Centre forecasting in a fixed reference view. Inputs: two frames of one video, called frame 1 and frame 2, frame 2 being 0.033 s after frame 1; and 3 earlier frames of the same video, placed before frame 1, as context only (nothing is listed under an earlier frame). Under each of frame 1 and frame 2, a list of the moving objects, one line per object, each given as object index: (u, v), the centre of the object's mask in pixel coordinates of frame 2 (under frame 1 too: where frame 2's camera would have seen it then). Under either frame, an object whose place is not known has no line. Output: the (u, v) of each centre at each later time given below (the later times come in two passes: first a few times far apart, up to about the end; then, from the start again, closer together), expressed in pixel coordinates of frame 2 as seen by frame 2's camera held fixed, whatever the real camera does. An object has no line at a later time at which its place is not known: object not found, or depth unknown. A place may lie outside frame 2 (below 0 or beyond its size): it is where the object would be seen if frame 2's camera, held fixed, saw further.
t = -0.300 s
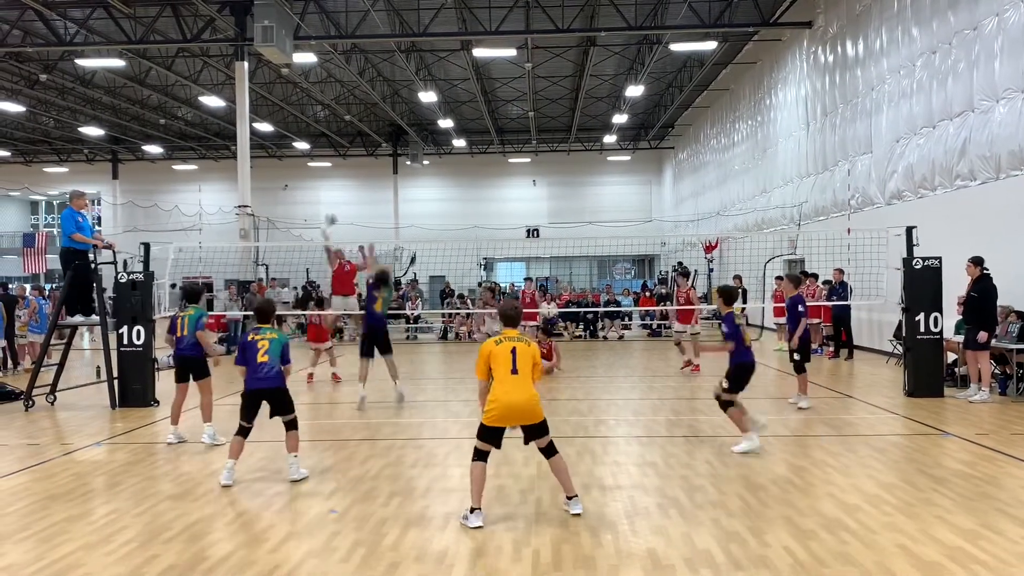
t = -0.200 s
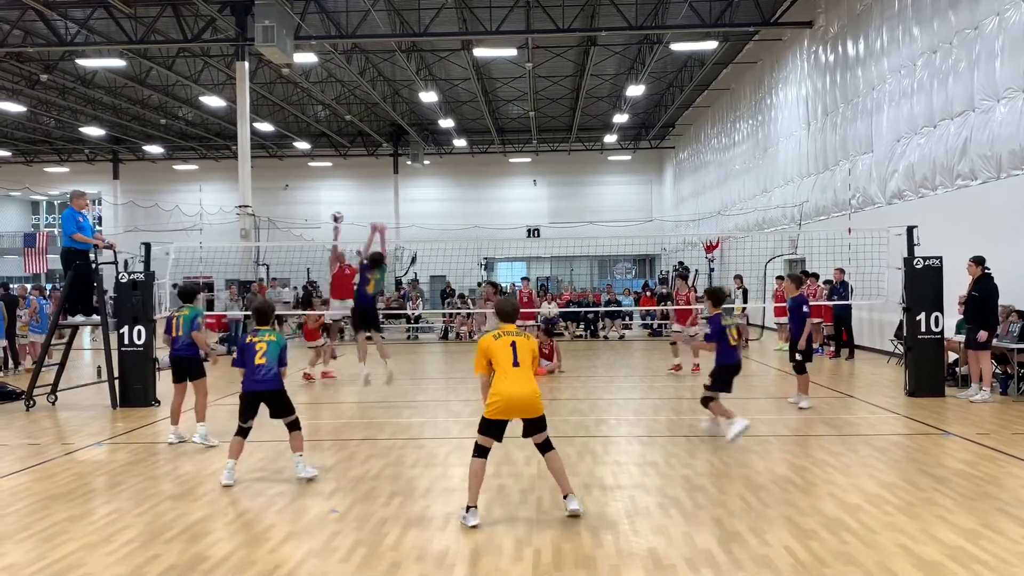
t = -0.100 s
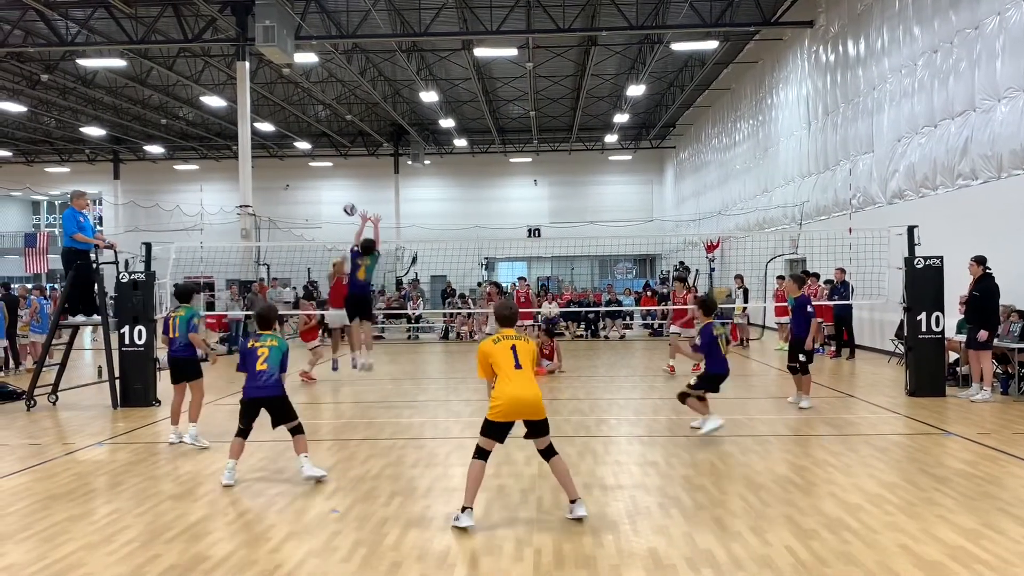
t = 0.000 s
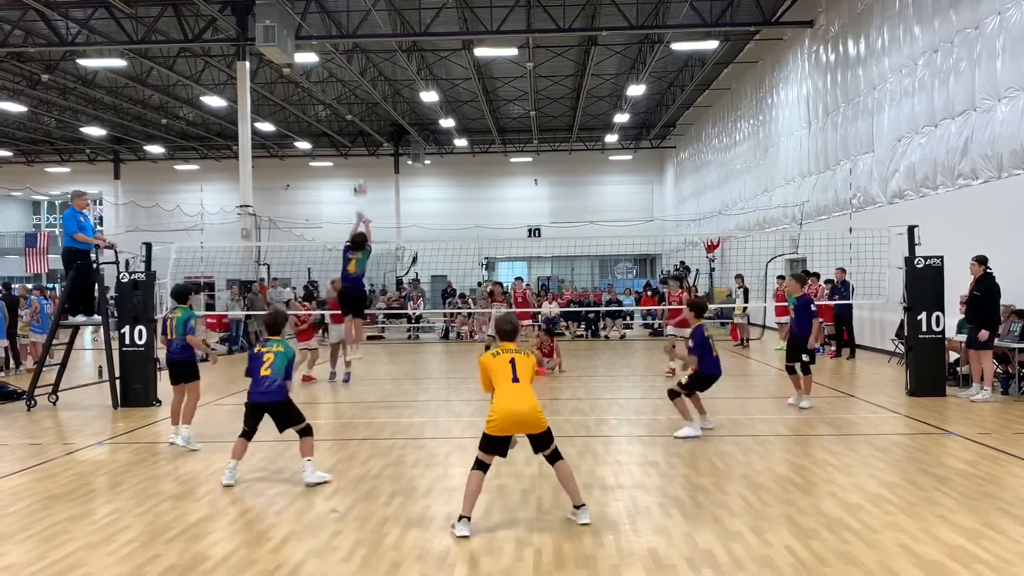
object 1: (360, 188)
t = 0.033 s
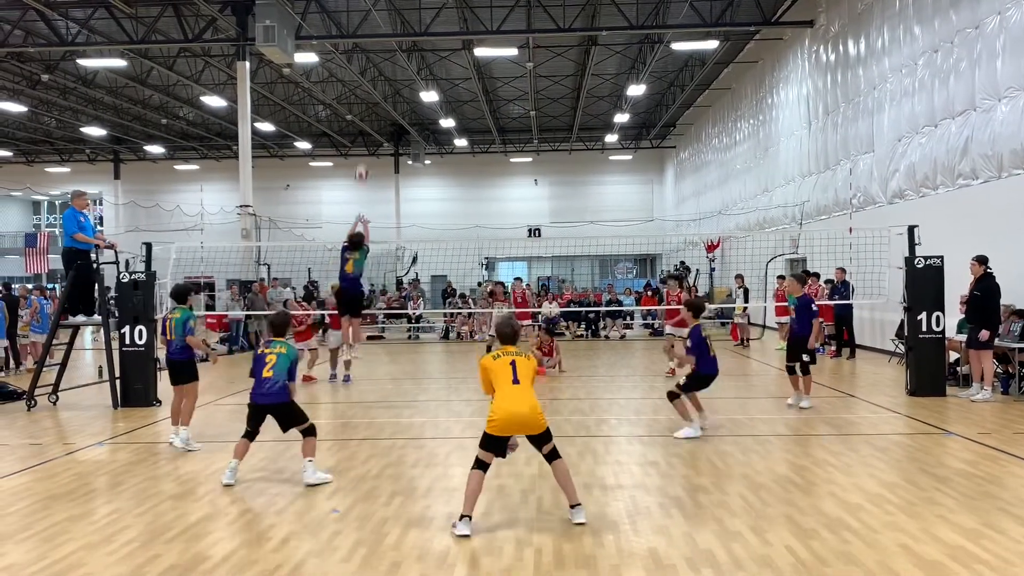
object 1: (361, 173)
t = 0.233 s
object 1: (372, 95)
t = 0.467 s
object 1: (390, 33)
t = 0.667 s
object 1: (412, 12)
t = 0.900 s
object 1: (445, 40)
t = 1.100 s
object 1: (481, 127)
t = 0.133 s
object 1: (366, 133)
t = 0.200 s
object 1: (369, 107)
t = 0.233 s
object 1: (372, 95)
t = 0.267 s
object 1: (374, 85)
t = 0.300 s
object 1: (376, 75)
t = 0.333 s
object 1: (379, 64)
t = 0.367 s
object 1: (382, 56)
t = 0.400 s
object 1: (384, 47)
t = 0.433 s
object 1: (387, 40)
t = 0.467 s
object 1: (390, 33)
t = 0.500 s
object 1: (394, 27)
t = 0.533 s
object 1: (398, 22)
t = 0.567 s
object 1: (400, 17)
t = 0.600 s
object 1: (404, 14)
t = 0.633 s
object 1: (408, 12)
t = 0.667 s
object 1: (412, 12)
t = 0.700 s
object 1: (416, 12)
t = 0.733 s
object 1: (420, 13)
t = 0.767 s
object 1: (425, 16)
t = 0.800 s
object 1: (430, 19)
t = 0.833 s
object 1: (435, 25)
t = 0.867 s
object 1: (440, 32)
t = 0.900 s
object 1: (445, 40)
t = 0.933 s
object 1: (451, 51)
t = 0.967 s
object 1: (456, 61)
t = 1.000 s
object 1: (462, 76)
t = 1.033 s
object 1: (468, 92)
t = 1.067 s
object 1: (474, 109)
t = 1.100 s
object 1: (481, 127)
